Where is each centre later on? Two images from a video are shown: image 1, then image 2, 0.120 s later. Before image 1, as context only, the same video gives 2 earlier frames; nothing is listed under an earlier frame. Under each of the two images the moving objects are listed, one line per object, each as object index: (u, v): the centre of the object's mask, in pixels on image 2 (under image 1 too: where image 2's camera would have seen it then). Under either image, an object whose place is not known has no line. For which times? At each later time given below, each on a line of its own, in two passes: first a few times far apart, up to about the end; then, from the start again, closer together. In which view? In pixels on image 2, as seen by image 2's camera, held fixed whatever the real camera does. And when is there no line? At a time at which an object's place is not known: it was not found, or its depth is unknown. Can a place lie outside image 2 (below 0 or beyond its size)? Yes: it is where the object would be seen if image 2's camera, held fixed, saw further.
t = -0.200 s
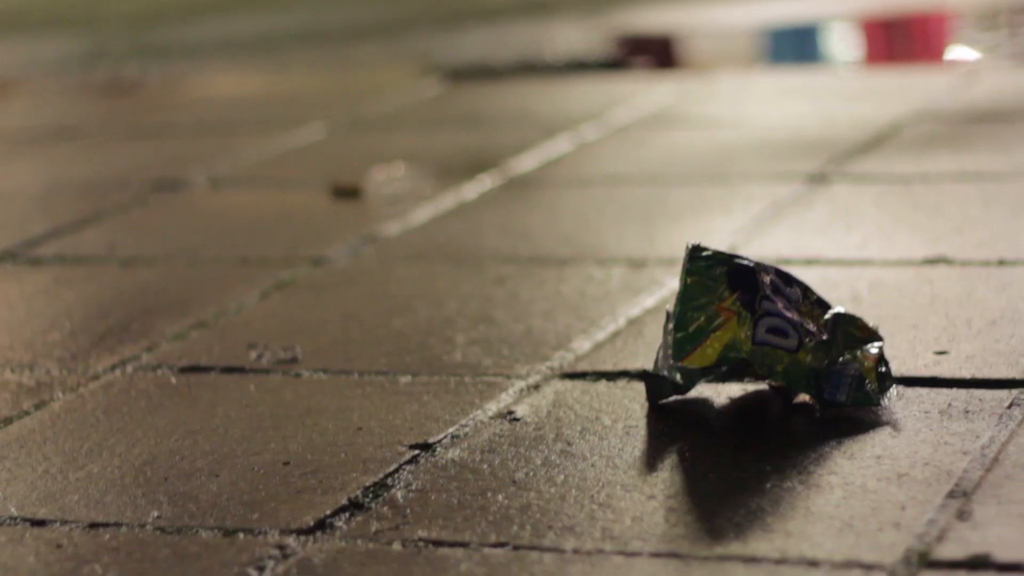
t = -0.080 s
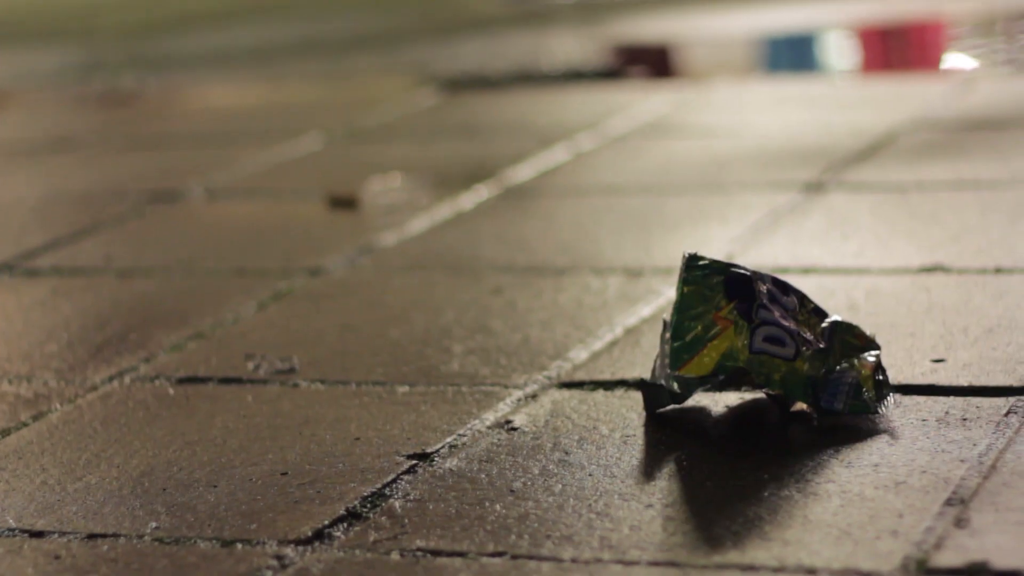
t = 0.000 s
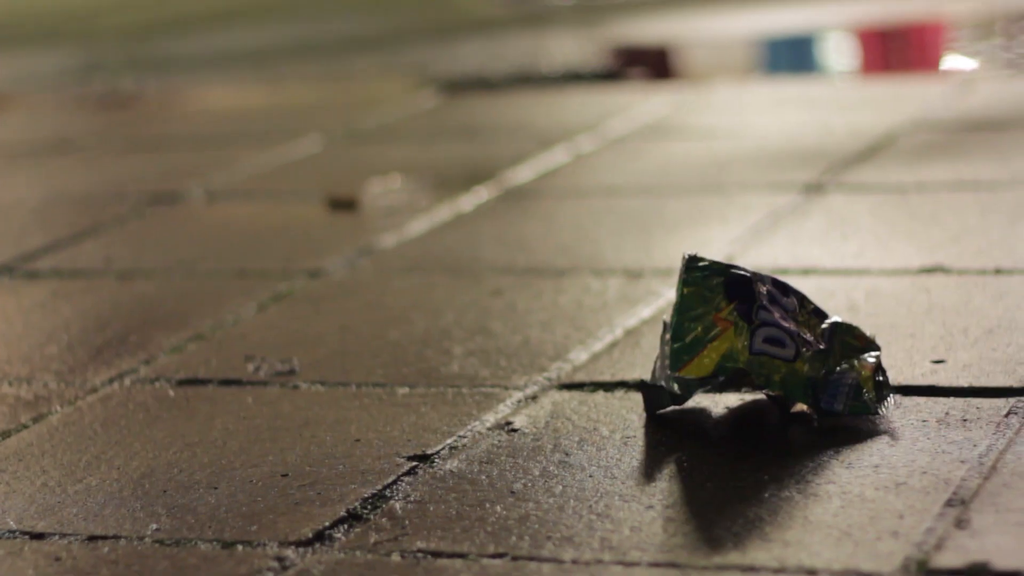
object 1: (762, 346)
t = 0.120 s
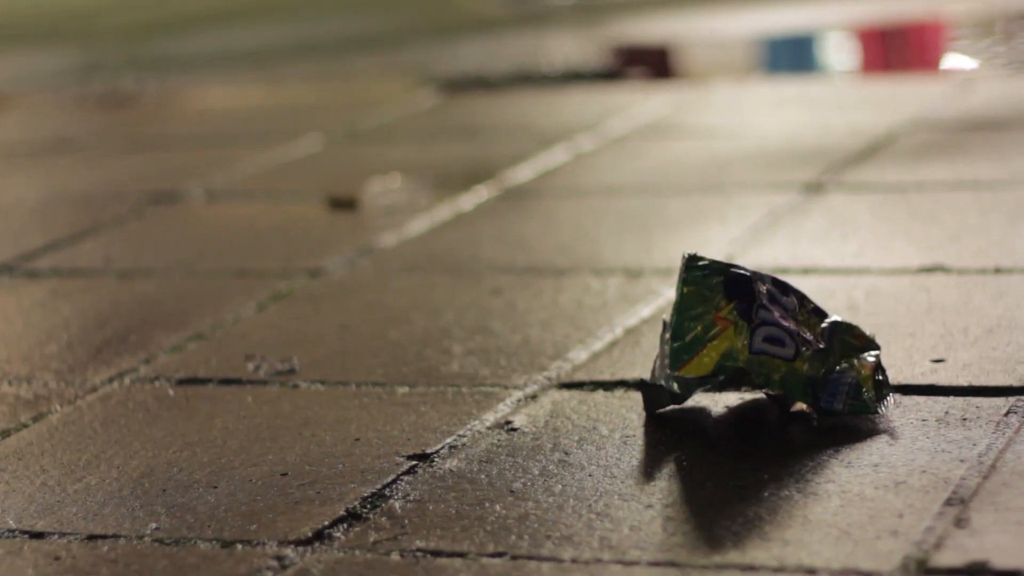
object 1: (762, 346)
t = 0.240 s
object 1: (762, 346)
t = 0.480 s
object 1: (762, 346)
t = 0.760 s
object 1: (762, 346)
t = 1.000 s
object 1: (762, 346)
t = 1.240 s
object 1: (763, 347)
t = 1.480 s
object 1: (771, 353)
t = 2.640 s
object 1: (781, 380)
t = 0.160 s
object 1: (762, 346)
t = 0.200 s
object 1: (762, 346)
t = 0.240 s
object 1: (762, 346)
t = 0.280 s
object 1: (762, 346)
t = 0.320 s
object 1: (762, 346)
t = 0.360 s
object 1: (762, 346)
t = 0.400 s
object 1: (762, 346)
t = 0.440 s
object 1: (762, 346)
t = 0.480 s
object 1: (762, 346)
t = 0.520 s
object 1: (762, 346)
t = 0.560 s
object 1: (762, 346)
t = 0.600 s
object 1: (762, 346)
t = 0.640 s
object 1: (762, 346)
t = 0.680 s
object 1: (762, 346)
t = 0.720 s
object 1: (762, 346)
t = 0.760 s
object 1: (762, 346)
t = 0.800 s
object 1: (762, 346)
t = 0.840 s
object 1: (762, 346)
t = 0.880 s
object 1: (762, 346)
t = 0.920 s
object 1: (762, 346)
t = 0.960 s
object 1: (762, 346)
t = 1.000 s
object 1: (762, 346)
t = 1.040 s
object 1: (762, 346)
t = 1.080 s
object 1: (762, 346)
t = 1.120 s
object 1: (762, 346)
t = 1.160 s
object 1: (762, 346)
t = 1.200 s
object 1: (763, 347)
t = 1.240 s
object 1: (763, 347)
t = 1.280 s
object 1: (763, 347)
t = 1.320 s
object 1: (763, 347)
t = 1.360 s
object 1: (764, 348)
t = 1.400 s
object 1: (766, 350)
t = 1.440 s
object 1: (769, 351)
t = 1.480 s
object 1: (771, 353)
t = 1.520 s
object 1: (772, 354)
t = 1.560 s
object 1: (773, 356)
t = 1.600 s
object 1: (774, 358)
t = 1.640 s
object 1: (775, 360)
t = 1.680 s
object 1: (775, 363)
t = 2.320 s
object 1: (781, 380)
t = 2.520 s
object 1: (781, 381)
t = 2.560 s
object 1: (781, 381)
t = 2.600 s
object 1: (781, 380)
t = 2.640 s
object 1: (781, 380)
